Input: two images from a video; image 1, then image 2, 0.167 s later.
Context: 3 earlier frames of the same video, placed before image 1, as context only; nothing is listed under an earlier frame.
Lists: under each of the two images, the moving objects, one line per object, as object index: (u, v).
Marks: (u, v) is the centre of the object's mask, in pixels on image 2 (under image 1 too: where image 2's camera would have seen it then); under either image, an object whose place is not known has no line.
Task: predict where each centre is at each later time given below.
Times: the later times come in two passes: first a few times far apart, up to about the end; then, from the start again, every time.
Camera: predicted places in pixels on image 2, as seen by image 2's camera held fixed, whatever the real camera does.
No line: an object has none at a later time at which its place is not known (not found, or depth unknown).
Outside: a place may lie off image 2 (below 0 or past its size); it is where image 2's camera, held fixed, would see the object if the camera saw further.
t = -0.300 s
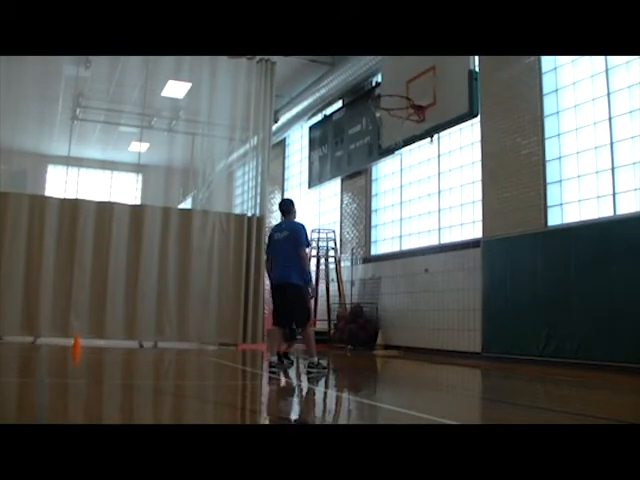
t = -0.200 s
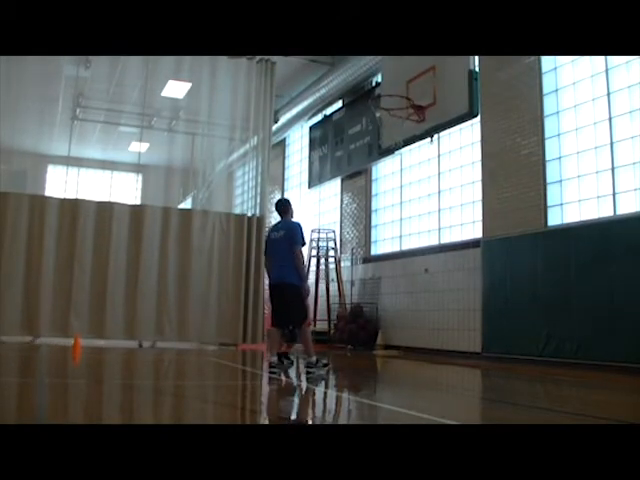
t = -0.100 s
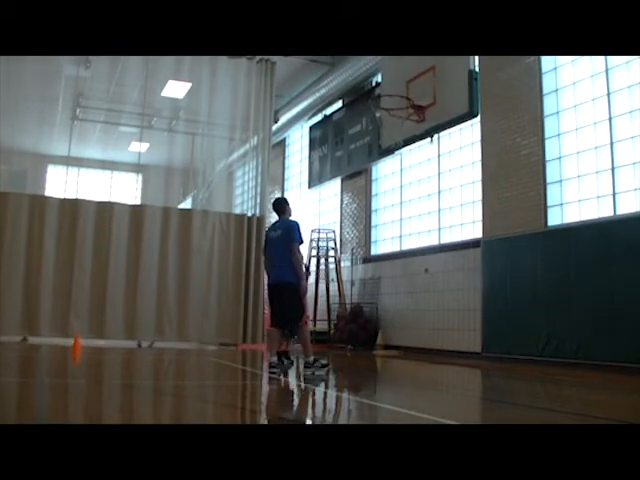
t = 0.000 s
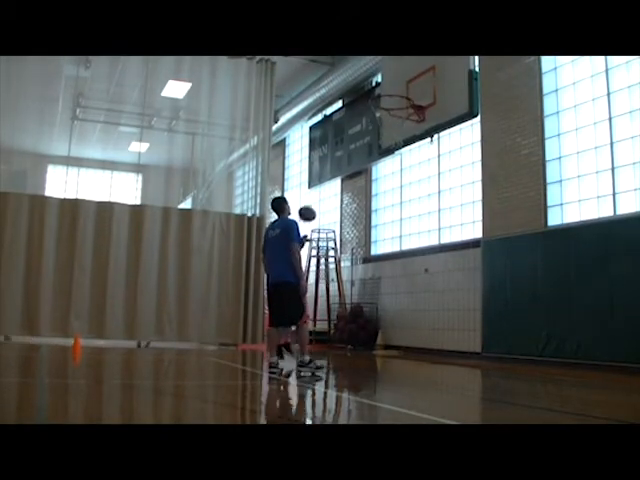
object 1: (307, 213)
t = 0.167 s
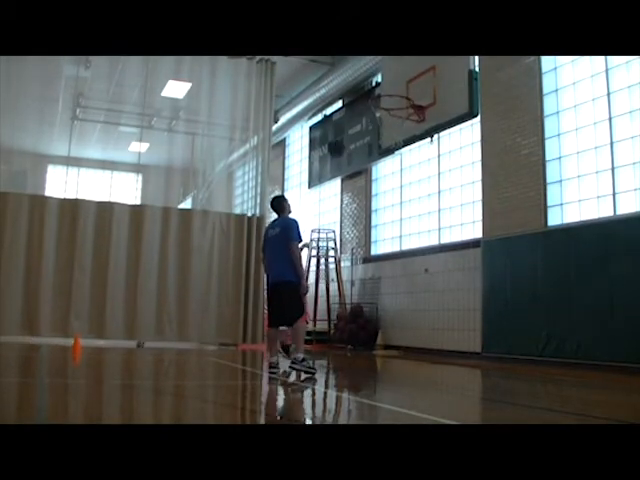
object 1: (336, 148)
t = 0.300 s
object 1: (360, 109)
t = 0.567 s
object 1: (391, 77)
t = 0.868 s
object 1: (383, 114)
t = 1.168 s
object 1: (386, 157)
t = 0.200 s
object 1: (342, 137)
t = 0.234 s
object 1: (349, 127)
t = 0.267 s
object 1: (354, 119)
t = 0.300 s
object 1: (360, 109)
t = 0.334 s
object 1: (364, 102)
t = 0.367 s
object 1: (373, 95)
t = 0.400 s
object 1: (378, 90)
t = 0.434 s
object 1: (383, 86)
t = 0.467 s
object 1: (389, 82)
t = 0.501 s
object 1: (392, 79)
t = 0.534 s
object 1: (391, 78)
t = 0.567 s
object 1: (391, 77)
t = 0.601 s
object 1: (390, 78)
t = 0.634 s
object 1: (389, 79)
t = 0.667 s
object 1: (388, 81)
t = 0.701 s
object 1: (388, 85)
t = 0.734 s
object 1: (387, 89)
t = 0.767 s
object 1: (386, 94)
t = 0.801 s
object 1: (385, 101)
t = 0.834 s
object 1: (385, 109)
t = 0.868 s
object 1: (383, 114)
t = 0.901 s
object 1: (383, 118)
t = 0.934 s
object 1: (382, 119)
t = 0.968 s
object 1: (383, 123)
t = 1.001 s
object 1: (383, 126)
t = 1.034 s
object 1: (383, 129)
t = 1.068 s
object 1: (384, 135)
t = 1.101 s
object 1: (384, 140)
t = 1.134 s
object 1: (385, 148)
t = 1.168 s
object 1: (386, 157)
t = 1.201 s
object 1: (386, 166)
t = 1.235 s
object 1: (386, 176)
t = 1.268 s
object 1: (387, 188)
